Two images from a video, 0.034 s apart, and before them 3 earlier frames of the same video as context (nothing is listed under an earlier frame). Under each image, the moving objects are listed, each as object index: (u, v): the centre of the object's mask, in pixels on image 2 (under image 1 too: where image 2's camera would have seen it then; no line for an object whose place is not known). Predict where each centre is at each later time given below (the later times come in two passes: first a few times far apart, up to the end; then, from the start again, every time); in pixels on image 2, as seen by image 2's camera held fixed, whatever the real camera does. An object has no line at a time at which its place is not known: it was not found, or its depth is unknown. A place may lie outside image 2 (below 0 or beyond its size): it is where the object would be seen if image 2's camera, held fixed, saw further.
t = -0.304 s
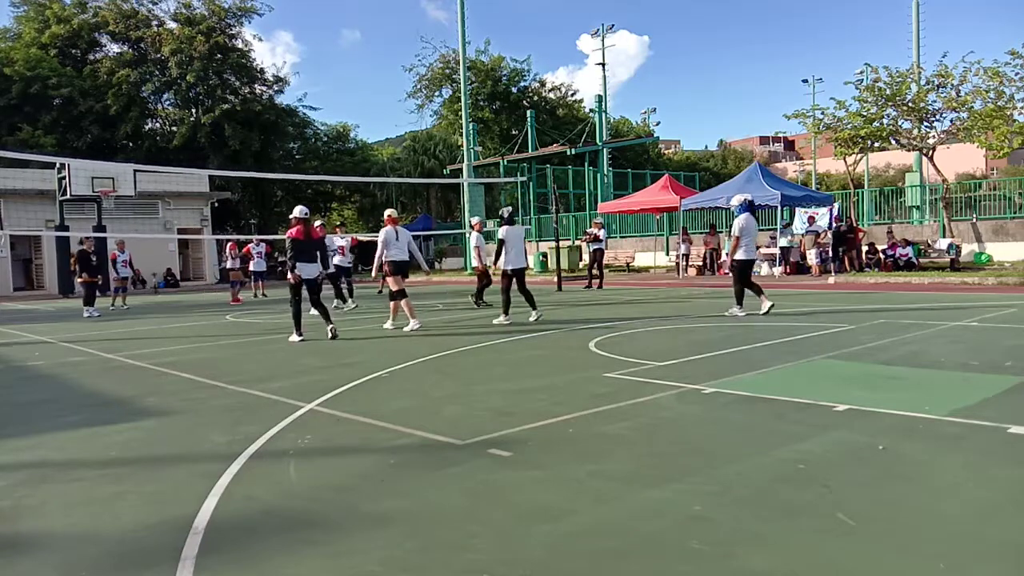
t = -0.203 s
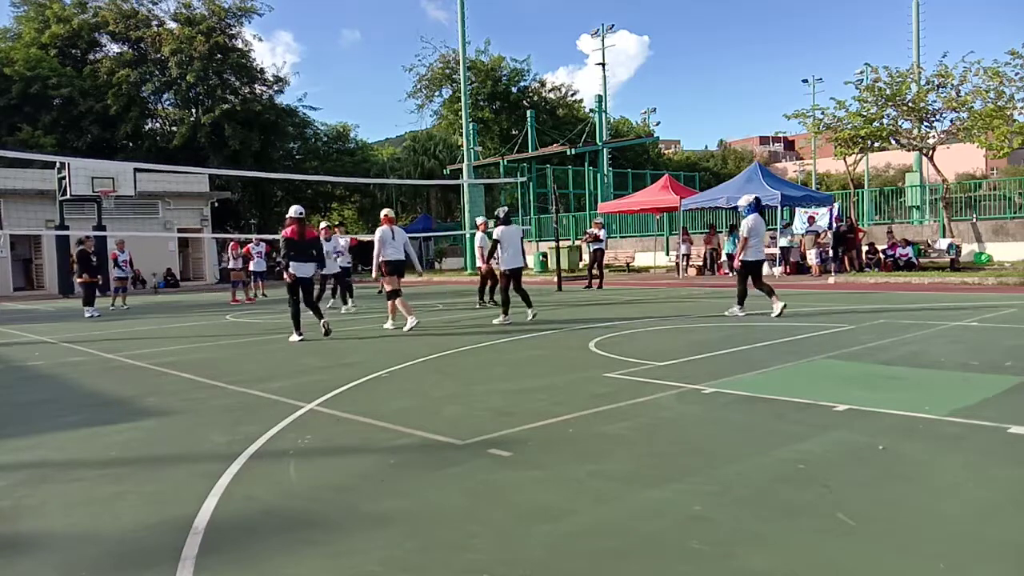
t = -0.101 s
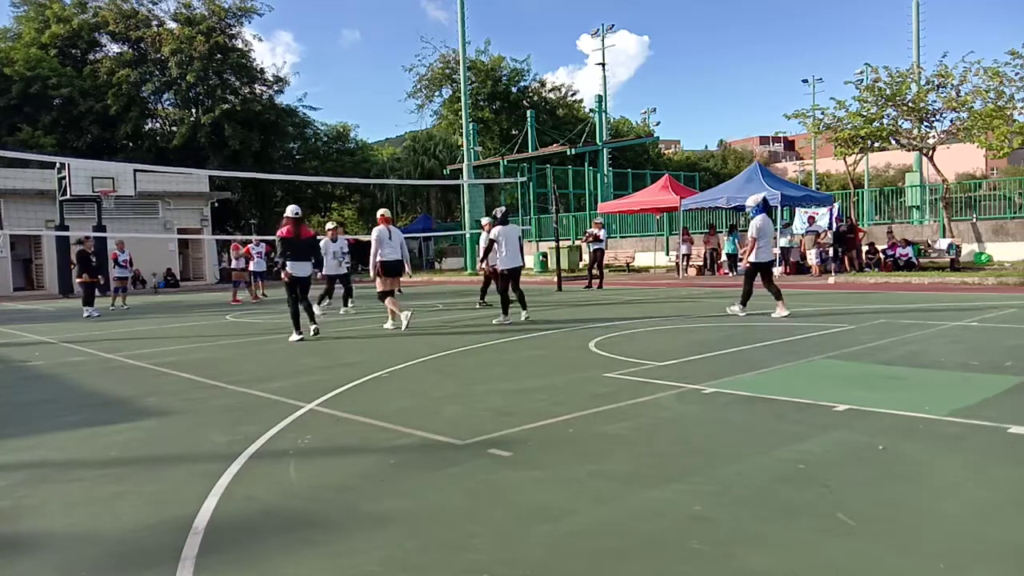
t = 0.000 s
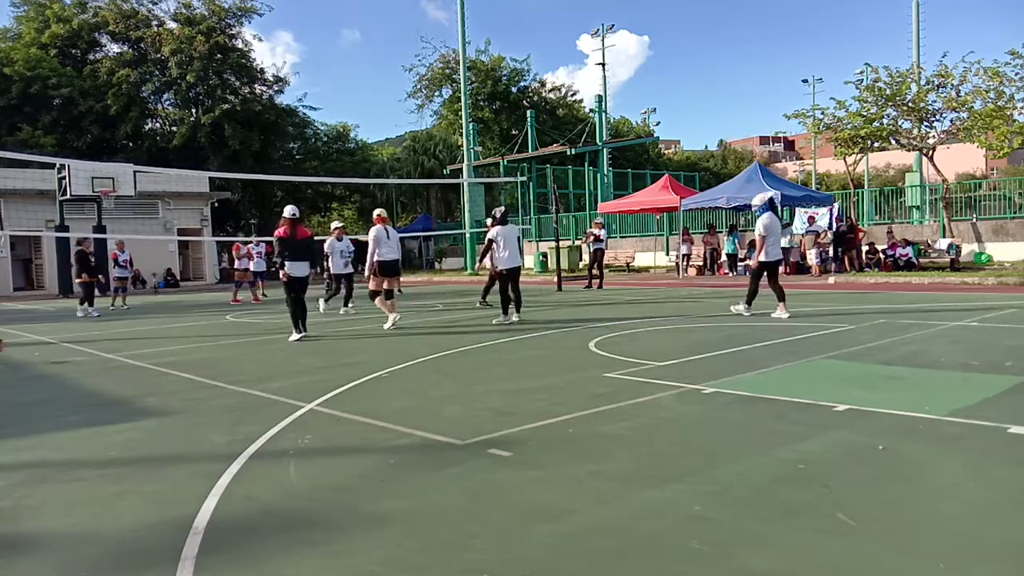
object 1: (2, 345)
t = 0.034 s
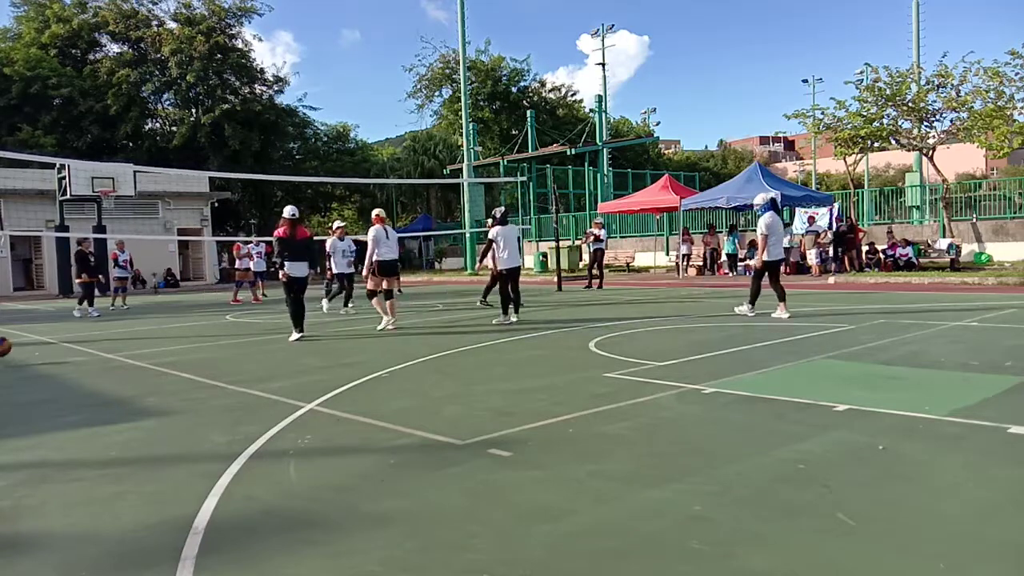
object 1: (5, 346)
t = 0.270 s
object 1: (56, 348)
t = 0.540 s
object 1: (125, 351)
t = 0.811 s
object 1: (199, 356)
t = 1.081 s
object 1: (281, 363)
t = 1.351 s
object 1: (369, 364)
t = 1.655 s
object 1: (476, 368)
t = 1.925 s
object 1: (580, 371)
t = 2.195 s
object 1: (693, 377)
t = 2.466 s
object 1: (817, 380)
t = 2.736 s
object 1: (952, 385)
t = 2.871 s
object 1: (1014, 388)
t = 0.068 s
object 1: (9, 349)
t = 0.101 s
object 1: (15, 353)
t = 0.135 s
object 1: (23, 355)
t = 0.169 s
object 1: (32, 351)
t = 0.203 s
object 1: (39, 349)
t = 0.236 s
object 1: (47, 348)
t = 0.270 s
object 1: (56, 348)
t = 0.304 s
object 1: (64, 349)
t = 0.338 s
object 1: (73, 352)
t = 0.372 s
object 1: (82, 356)
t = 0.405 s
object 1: (91, 357)
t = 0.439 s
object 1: (99, 354)
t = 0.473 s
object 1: (108, 352)
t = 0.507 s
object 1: (116, 351)
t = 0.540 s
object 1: (125, 351)
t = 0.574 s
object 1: (134, 353)
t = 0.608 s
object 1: (143, 356)
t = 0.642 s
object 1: (153, 361)
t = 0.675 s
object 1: (162, 358)
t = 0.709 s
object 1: (170, 355)
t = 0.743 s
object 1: (180, 354)
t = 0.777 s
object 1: (190, 354)
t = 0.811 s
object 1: (199, 356)
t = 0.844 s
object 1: (210, 359)
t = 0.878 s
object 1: (220, 363)
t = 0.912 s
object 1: (229, 361)
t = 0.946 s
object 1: (239, 359)
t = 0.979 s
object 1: (249, 357)
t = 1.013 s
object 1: (260, 357)
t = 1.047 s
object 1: (271, 359)
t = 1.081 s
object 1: (281, 363)
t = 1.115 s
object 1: (292, 366)
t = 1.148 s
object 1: (303, 362)
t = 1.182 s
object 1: (313, 360)
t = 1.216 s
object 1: (325, 359)
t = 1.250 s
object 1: (336, 361)
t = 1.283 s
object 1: (347, 364)
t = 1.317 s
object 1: (358, 367)
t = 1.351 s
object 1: (369, 364)
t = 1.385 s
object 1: (381, 362)
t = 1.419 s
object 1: (392, 363)
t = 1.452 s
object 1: (405, 363)
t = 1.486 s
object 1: (417, 367)
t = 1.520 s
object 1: (428, 369)
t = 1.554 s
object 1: (439, 366)
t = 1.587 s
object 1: (451, 365)
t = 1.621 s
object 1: (464, 366)
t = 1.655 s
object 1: (476, 368)
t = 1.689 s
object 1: (489, 372)
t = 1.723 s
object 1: (502, 369)
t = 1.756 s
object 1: (514, 368)
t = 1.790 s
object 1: (527, 368)
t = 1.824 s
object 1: (540, 370)
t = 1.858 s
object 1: (553, 373)
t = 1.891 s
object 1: (567, 372)
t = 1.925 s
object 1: (580, 371)
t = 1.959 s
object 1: (593, 371)
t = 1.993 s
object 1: (606, 373)
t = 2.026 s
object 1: (620, 376)
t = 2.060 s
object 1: (635, 374)
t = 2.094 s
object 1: (649, 374)
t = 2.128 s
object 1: (664, 375)
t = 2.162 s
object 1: (679, 379)
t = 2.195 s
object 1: (693, 377)
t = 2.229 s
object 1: (708, 376)
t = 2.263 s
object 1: (724, 378)
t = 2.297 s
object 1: (739, 381)
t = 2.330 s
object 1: (755, 378)
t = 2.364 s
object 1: (770, 378)
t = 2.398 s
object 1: (786, 380)
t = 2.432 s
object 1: (802, 382)
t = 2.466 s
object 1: (817, 380)
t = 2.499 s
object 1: (834, 381)
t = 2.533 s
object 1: (851, 382)
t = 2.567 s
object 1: (868, 384)
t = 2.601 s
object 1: (884, 382)
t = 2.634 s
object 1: (901, 383)
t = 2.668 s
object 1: (918, 386)
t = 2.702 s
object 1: (935, 384)
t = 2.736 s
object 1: (952, 385)
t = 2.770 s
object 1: (969, 387)
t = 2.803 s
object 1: (987, 386)
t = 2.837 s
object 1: (1004, 387)
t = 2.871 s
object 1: (1014, 388)
